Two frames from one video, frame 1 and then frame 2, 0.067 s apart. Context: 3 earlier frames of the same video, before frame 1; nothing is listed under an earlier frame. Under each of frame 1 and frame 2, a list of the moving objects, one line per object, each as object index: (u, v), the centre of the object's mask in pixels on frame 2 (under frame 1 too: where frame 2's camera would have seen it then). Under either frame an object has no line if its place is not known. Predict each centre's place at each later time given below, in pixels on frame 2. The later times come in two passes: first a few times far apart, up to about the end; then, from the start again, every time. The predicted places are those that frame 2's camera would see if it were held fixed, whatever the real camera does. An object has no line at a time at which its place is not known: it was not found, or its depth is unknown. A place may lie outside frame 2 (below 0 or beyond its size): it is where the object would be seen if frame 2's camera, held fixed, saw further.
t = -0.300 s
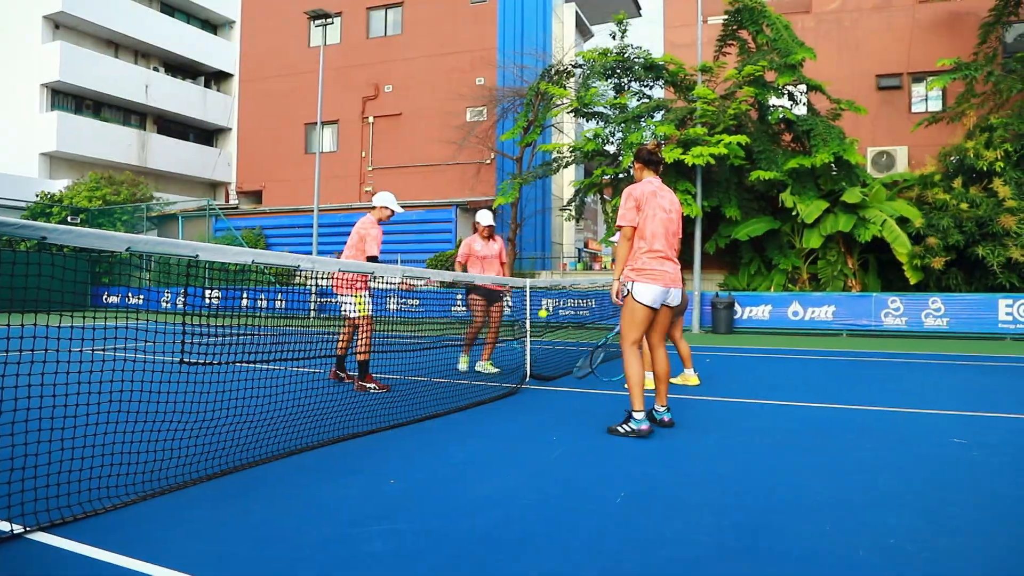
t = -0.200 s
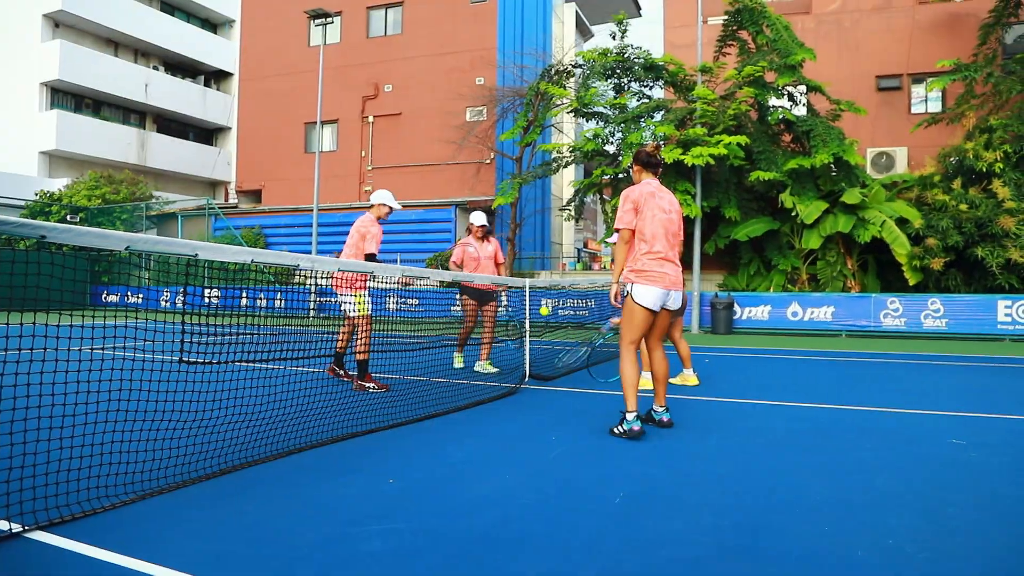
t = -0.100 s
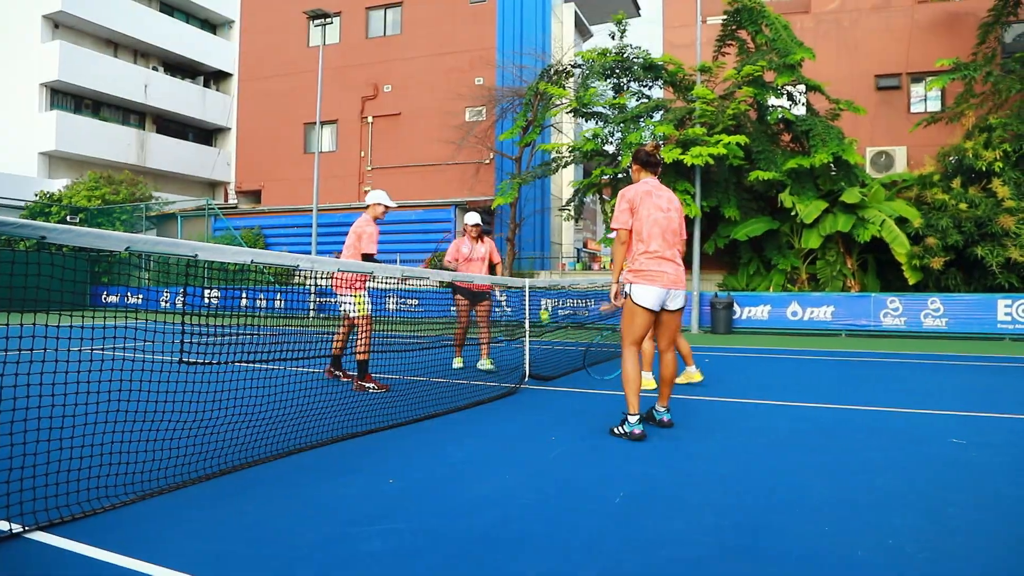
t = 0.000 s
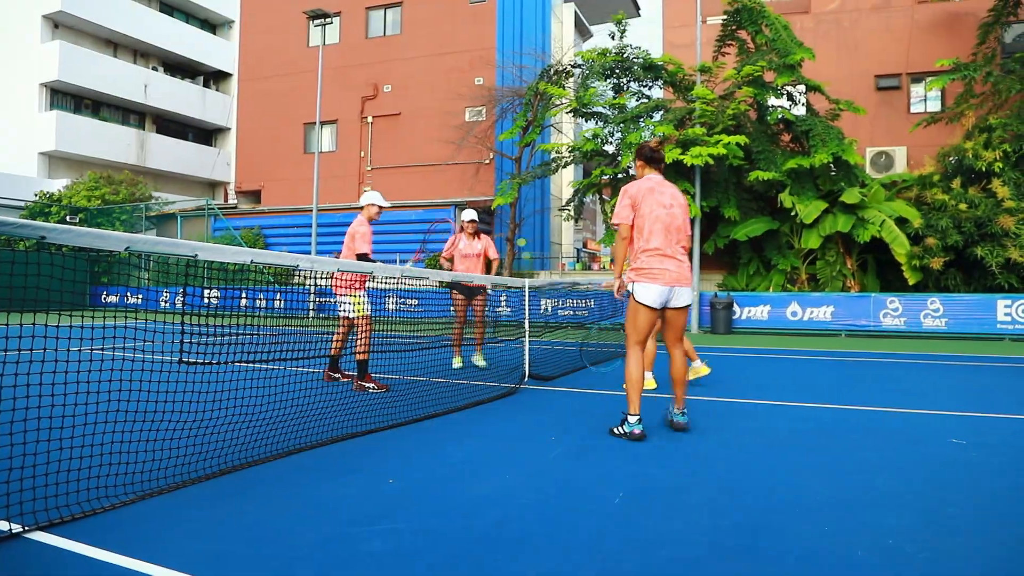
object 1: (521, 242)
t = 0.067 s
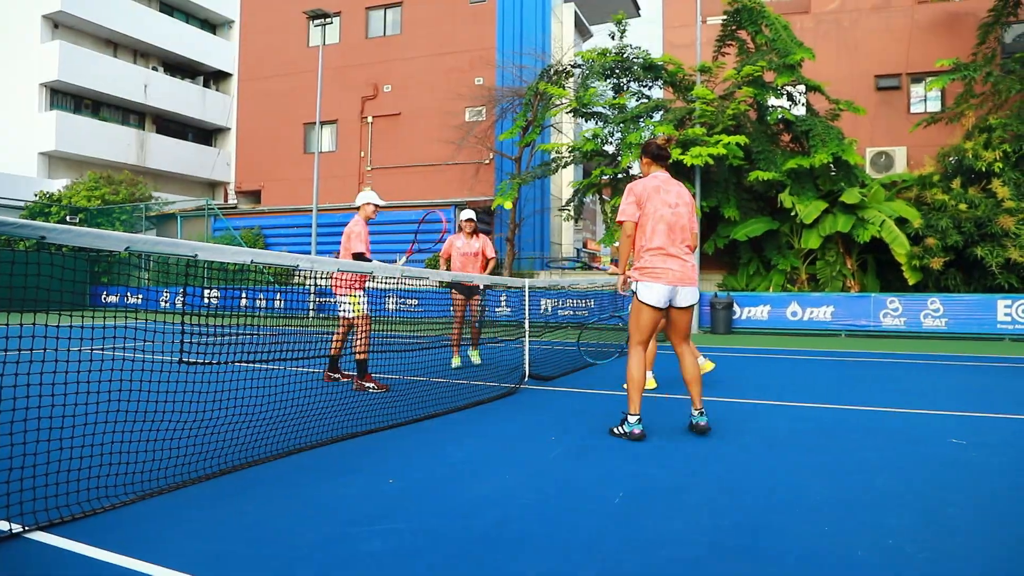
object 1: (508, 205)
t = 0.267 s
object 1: (464, 113)
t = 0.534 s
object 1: (406, 65)
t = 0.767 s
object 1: (355, 89)
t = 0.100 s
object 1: (499, 183)
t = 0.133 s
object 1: (495, 172)
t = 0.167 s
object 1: (486, 154)
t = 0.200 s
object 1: (479, 140)
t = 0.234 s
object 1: (472, 128)
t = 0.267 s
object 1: (464, 113)
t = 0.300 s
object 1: (457, 103)
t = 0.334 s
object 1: (449, 93)
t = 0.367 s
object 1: (442, 86)
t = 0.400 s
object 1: (435, 79)
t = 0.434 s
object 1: (428, 73)
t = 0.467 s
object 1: (420, 69)
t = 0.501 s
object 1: (413, 66)
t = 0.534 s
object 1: (406, 65)
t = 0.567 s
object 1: (399, 65)
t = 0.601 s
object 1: (392, 65)
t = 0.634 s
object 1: (384, 68)
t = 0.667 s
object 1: (376, 71)
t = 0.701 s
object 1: (370, 76)
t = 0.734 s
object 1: (362, 82)
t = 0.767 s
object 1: (355, 89)
